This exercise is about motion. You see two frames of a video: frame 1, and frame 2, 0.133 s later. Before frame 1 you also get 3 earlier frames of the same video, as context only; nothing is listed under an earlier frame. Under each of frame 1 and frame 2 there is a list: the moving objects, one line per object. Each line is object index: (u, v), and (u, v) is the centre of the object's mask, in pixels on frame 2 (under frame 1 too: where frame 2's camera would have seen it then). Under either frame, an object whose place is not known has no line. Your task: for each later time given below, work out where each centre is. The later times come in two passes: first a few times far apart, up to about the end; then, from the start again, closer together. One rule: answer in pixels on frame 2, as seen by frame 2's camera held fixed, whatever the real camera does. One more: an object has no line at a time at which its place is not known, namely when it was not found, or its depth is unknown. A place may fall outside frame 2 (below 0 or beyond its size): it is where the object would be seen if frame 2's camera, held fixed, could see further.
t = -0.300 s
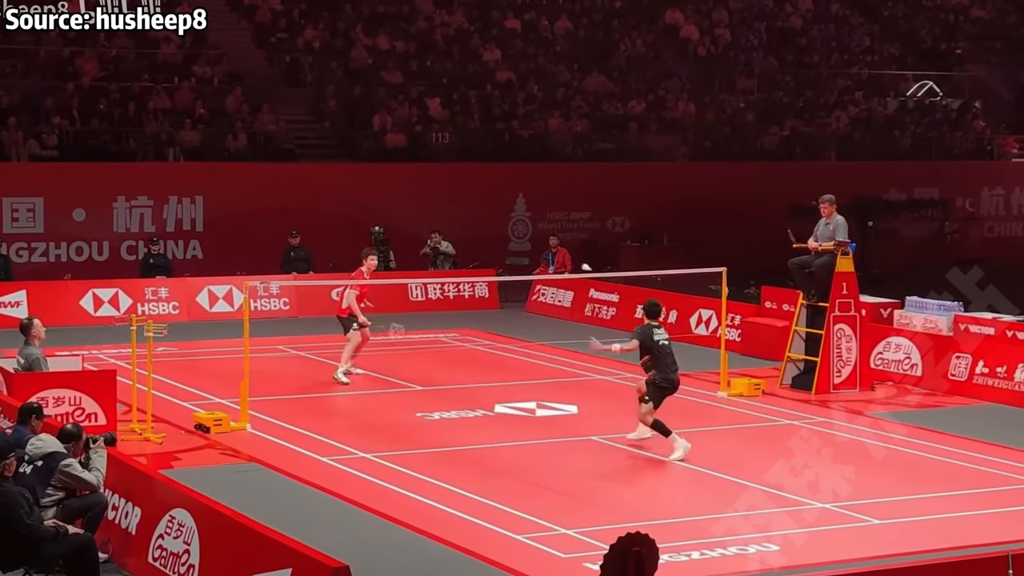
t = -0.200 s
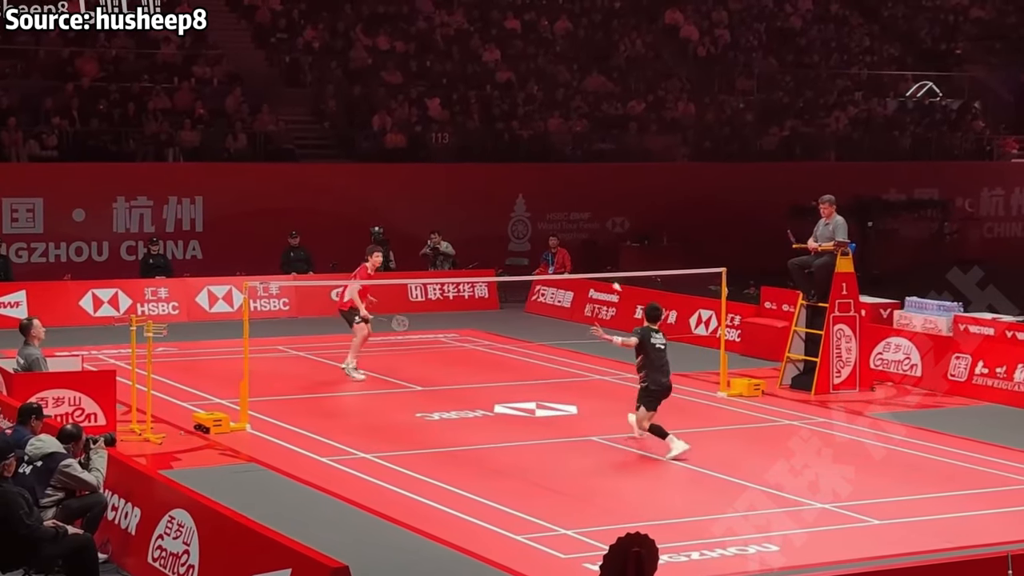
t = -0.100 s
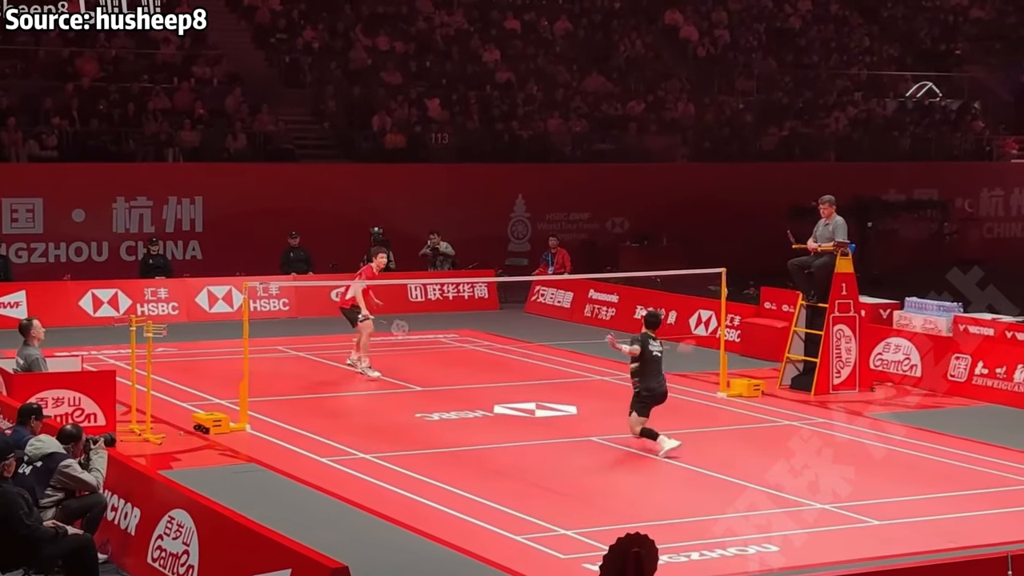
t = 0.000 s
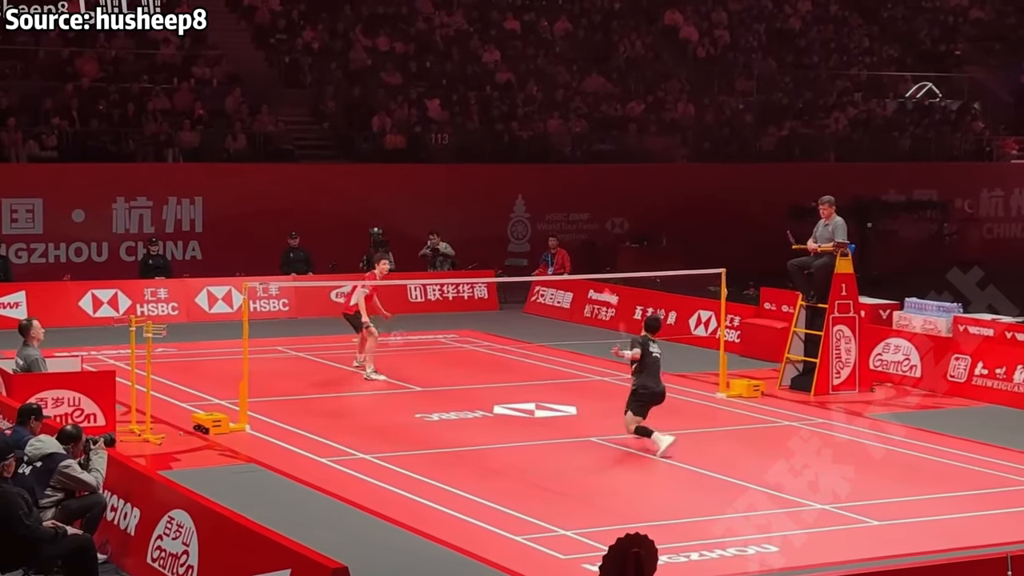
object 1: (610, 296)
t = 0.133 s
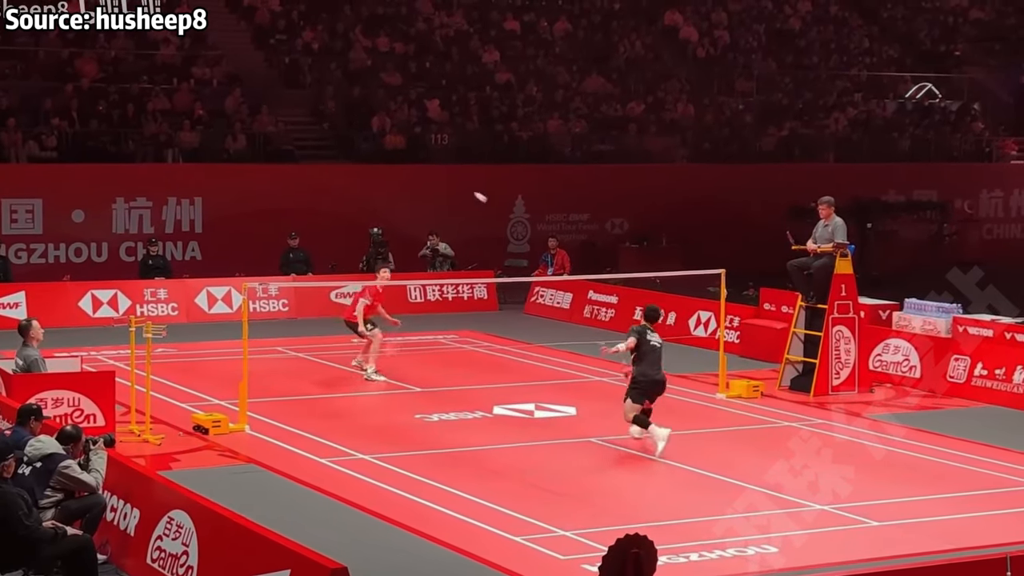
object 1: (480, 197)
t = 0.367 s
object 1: (350, 128)
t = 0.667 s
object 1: (252, 125)
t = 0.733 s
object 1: (235, 133)
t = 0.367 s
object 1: (350, 128)
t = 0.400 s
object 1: (337, 124)
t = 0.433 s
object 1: (324, 121)
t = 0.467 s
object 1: (312, 119)
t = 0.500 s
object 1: (300, 118)
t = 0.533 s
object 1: (289, 118)
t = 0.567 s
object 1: (279, 118)
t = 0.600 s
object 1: (269, 120)
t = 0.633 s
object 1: (260, 122)
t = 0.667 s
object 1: (252, 125)
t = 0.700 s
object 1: (243, 129)
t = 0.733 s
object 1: (235, 133)
